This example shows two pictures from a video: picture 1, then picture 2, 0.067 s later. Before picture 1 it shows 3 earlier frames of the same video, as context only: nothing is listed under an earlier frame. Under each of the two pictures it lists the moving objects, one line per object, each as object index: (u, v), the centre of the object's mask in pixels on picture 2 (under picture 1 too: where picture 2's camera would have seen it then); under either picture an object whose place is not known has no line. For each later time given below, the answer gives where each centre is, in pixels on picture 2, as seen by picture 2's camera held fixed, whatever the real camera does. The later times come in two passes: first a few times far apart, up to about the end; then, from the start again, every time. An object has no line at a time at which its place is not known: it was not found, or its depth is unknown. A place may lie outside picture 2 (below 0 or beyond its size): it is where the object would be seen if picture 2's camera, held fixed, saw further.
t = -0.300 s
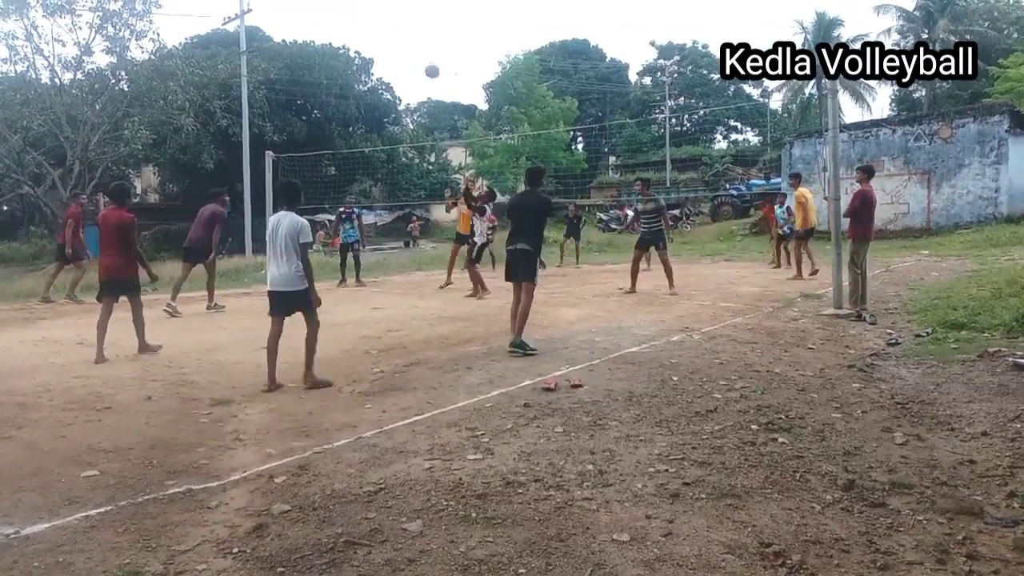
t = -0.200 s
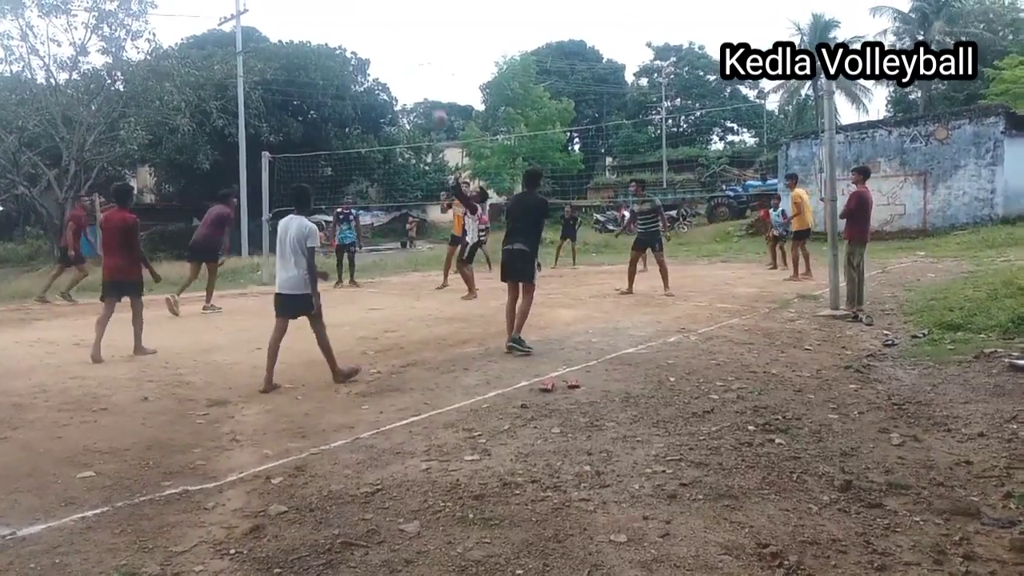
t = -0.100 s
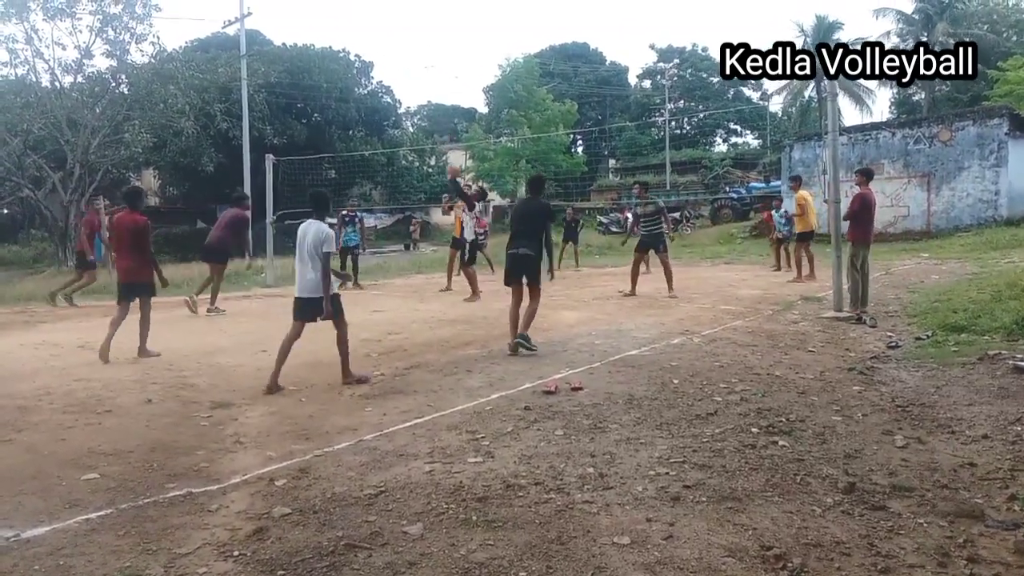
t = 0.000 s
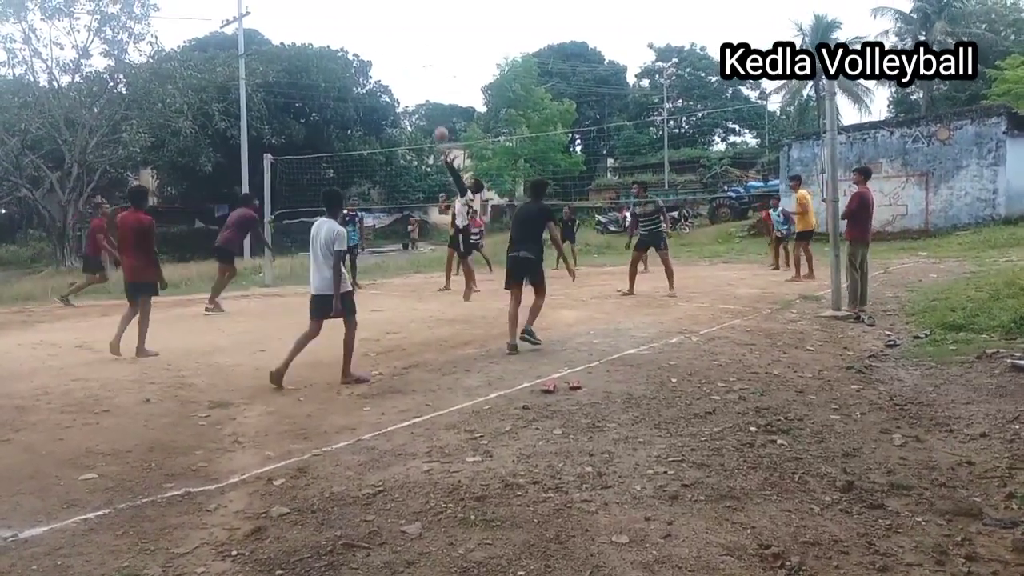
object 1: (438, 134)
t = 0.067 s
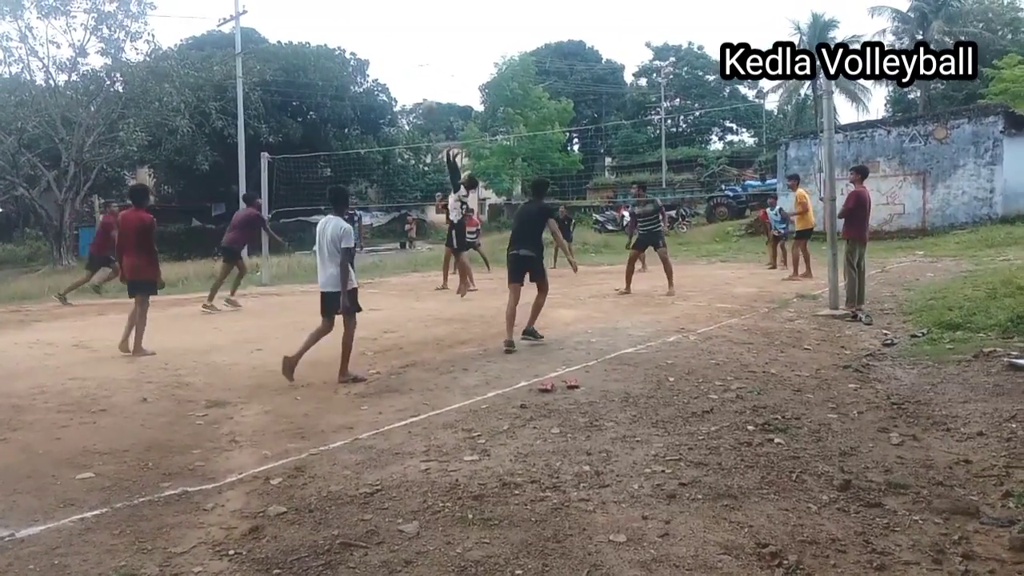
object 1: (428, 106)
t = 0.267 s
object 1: (405, 50)
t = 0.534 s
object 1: (374, 19)
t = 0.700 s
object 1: (357, 24)
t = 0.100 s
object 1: (425, 96)
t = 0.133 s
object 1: (421, 85)
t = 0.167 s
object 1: (416, 75)
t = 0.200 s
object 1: (412, 66)
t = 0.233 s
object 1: (408, 58)
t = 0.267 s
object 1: (405, 50)
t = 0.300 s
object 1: (401, 44)
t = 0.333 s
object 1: (397, 38)
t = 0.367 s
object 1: (393, 33)
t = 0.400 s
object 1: (389, 28)
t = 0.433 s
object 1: (385, 25)
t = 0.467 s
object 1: (382, 22)
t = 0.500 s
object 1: (378, 21)
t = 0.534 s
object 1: (374, 19)
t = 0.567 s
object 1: (371, 19)
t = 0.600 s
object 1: (367, 19)
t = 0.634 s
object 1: (364, 20)
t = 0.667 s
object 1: (360, 22)
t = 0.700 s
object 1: (357, 24)
